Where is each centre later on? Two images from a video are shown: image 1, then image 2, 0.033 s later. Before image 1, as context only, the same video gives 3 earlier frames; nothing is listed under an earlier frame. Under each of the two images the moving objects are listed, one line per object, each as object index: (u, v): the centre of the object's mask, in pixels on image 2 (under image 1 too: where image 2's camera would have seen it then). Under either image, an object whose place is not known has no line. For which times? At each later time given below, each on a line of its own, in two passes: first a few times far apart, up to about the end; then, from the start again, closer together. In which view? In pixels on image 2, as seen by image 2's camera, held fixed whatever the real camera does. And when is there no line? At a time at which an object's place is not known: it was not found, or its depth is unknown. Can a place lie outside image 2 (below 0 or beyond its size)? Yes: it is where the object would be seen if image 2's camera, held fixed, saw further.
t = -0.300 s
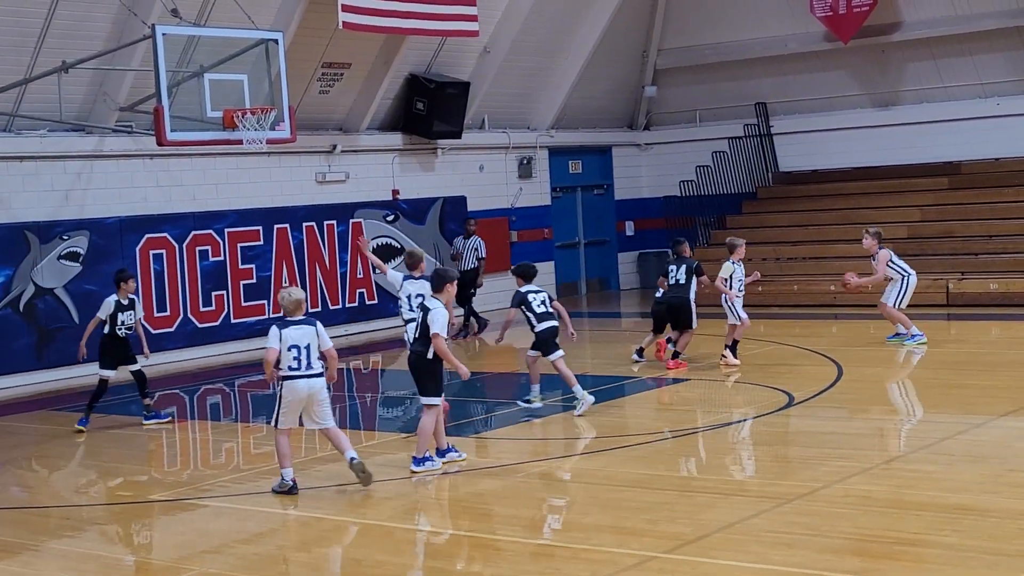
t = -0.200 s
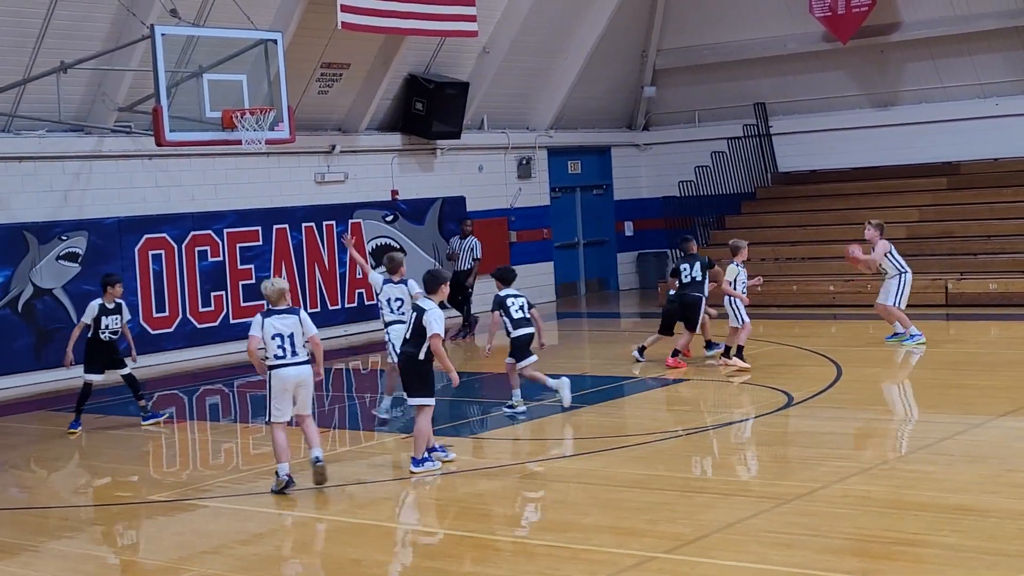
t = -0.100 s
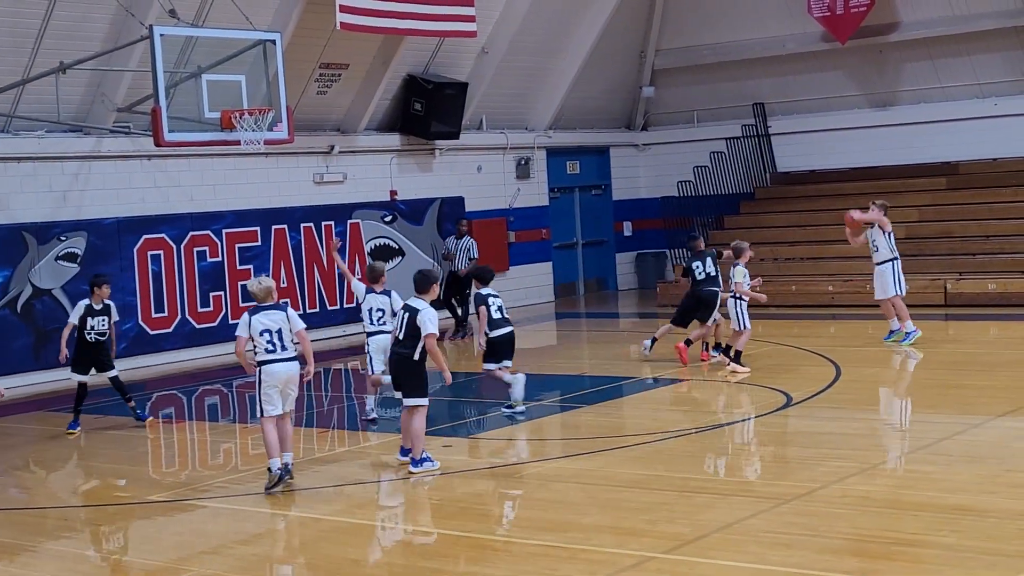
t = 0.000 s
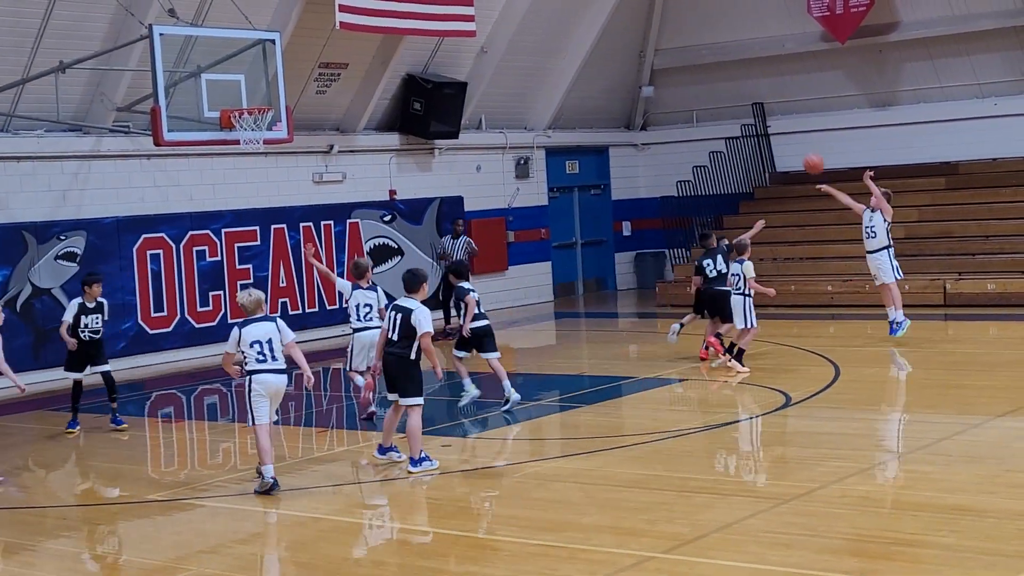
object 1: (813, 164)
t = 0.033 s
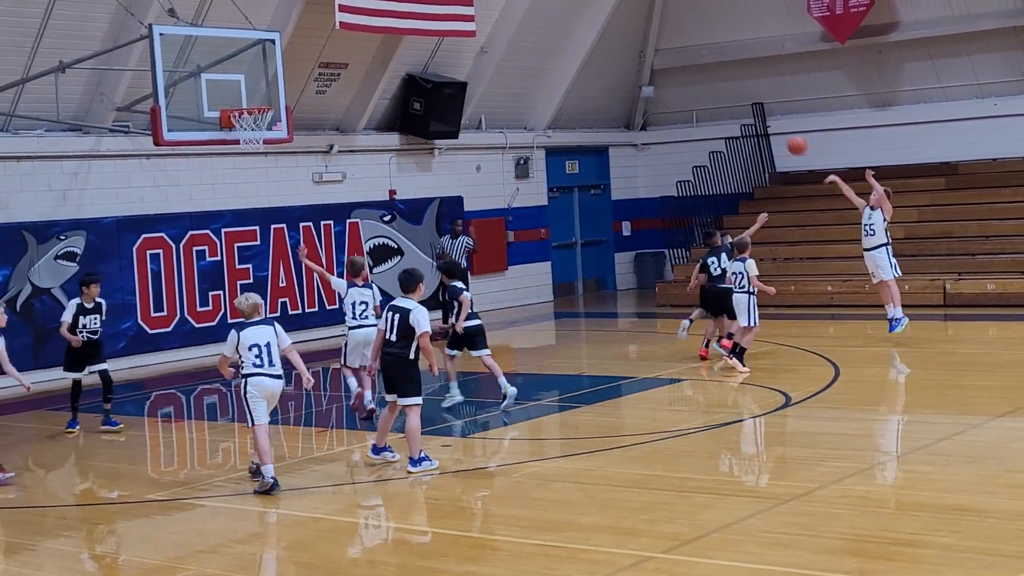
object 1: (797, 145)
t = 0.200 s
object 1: (717, 64)
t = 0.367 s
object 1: (636, 7)
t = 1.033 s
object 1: (332, 20)
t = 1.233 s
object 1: (247, 100)
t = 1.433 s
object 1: (264, 146)
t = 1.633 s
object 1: (276, 194)
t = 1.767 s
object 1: (287, 251)
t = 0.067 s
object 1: (781, 127)
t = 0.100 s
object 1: (765, 109)
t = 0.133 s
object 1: (749, 93)
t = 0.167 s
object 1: (733, 78)
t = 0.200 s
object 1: (717, 64)
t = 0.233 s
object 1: (701, 50)
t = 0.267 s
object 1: (685, 38)
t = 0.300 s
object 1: (668, 26)
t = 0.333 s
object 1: (652, 16)
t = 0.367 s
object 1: (636, 7)
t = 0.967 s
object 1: (362, 4)
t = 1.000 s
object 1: (347, 10)
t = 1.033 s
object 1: (332, 20)
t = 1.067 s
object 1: (318, 31)
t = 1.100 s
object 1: (304, 43)
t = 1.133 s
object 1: (290, 56)
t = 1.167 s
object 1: (275, 70)
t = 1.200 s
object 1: (261, 85)
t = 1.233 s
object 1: (247, 100)
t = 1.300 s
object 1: (249, 114)
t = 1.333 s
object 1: (252, 119)
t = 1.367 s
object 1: (258, 129)
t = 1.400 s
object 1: (261, 135)
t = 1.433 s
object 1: (264, 146)
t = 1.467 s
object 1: (266, 148)
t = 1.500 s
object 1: (267, 154)
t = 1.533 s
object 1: (269, 163)
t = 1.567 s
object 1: (272, 172)
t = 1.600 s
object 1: (274, 183)
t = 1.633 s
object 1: (276, 194)
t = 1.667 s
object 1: (279, 206)
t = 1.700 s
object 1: (281, 220)
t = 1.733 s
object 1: (284, 235)
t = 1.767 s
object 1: (287, 251)
